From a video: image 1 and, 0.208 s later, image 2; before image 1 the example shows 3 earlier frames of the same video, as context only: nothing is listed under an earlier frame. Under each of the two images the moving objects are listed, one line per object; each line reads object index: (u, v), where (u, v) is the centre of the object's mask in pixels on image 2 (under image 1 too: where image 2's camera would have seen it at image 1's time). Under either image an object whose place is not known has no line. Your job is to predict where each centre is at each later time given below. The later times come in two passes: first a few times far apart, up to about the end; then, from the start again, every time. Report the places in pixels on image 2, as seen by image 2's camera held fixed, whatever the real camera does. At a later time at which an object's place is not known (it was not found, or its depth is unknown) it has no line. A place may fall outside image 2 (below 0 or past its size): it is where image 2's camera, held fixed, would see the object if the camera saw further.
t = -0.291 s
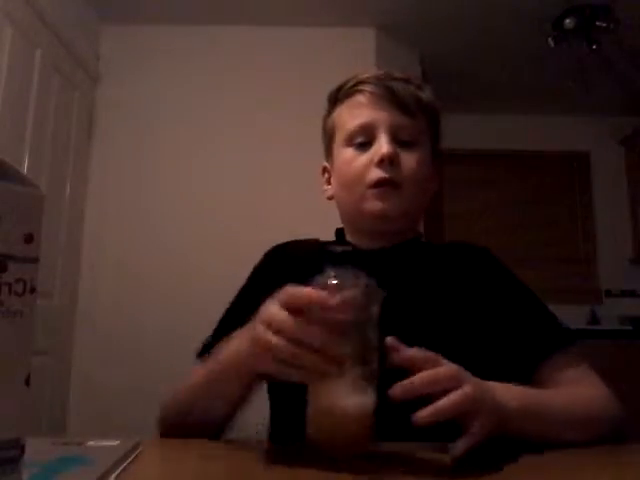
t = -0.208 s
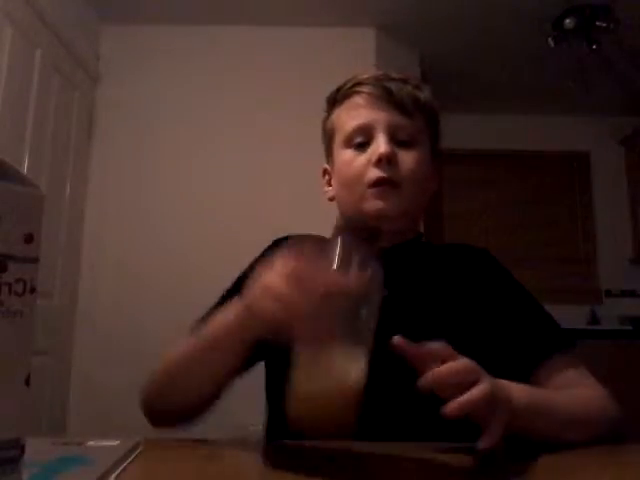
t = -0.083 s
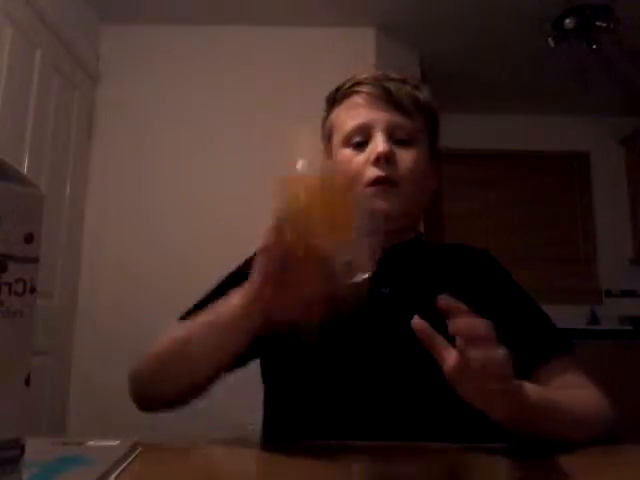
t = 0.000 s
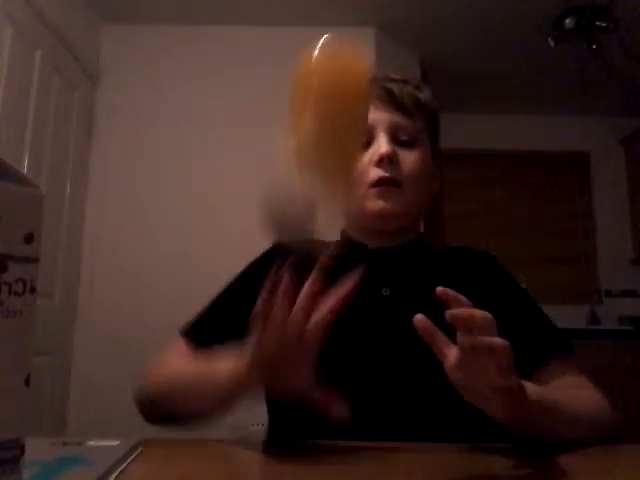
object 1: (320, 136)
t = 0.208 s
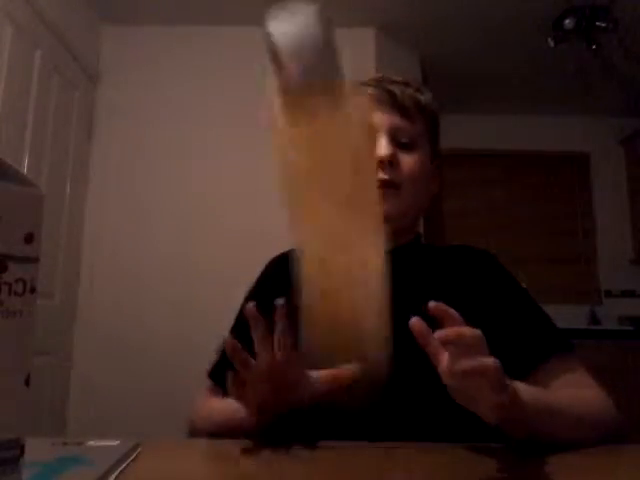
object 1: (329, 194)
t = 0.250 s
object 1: (334, 317)
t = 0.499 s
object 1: (364, 356)
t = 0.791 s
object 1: (359, 356)
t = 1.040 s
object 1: (359, 356)
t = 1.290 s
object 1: (359, 356)
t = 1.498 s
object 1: (359, 357)
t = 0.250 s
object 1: (334, 317)
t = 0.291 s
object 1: (338, 349)
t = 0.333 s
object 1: (344, 355)
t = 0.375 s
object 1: (345, 357)
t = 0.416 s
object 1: (349, 356)
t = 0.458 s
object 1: (356, 355)
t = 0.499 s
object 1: (364, 356)
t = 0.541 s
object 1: (359, 357)
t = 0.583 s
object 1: (358, 355)
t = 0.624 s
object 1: (360, 356)
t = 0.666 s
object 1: (358, 356)
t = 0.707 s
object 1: (360, 357)
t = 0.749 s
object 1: (359, 357)
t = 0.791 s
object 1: (359, 356)
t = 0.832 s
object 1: (359, 356)
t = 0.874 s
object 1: (359, 357)
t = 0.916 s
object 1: (359, 356)
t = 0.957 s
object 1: (359, 356)
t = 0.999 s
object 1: (359, 356)
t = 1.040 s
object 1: (359, 356)
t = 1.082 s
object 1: (359, 356)
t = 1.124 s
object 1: (359, 356)
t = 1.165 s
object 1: (359, 356)
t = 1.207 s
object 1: (359, 356)
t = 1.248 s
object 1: (359, 356)
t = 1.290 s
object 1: (359, 356)
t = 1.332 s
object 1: (359, 356)
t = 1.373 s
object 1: (359, 356)
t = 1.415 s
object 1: (359, 356)
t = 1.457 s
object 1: (359, 356)
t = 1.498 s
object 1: (359, 357)
